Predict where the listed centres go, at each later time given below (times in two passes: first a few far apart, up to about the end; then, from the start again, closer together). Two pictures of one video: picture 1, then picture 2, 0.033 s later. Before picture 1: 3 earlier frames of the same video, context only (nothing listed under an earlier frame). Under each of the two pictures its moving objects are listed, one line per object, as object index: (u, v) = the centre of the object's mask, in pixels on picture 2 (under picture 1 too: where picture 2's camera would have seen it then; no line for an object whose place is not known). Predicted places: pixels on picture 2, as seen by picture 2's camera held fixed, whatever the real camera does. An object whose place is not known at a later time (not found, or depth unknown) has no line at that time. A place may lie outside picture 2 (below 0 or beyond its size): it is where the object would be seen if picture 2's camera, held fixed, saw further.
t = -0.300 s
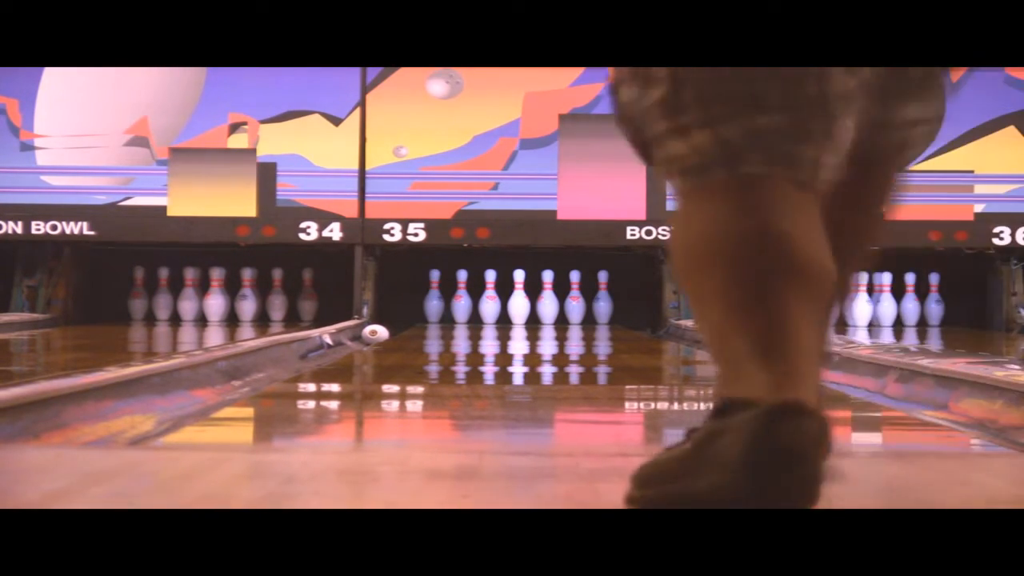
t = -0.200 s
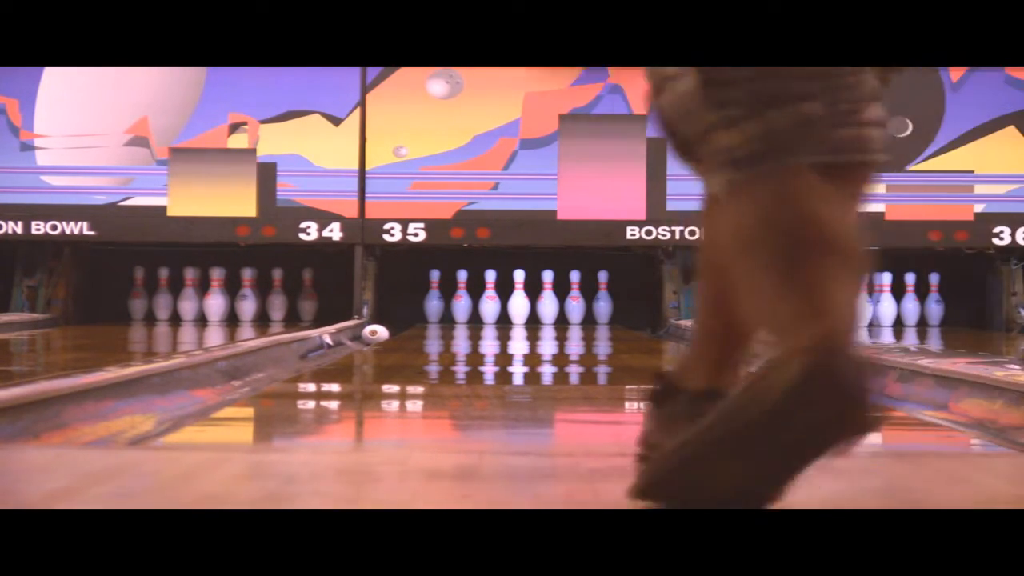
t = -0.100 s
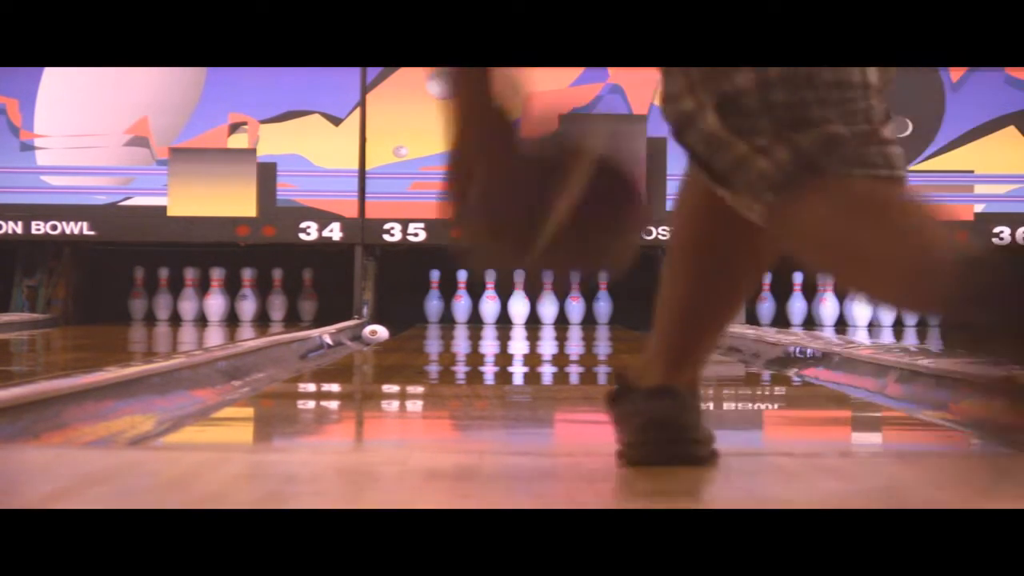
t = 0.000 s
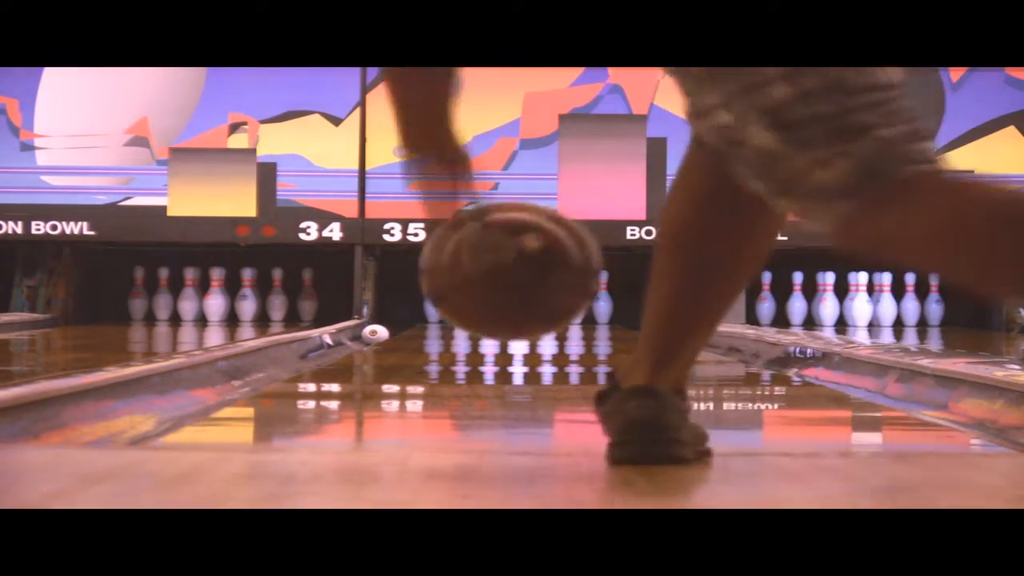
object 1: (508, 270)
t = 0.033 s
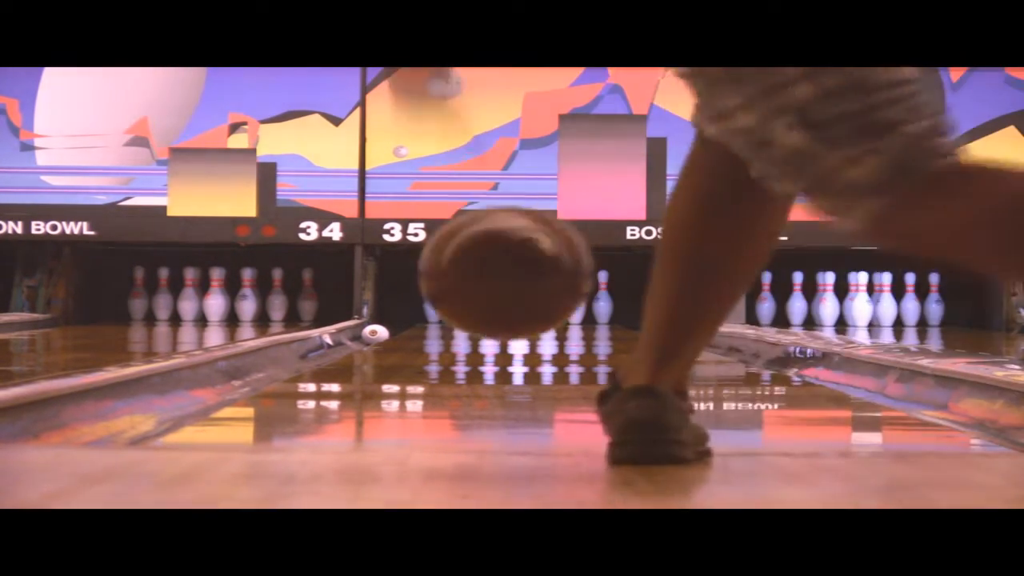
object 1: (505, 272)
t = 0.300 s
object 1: (478, 347)
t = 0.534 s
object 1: (466, 336)
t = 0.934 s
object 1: (457, 325)
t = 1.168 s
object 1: (456, 321)
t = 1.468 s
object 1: (456, 317)
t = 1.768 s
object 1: (459, 316)
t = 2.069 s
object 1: (476, 312)
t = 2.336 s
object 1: (504, 310)
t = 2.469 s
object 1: (515, 309)
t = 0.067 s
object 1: (501, 278)
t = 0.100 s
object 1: (496, 290)
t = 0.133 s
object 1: (492, 307)
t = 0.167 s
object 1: (487, 339)
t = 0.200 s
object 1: (483, 354)
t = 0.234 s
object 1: (481, 347)
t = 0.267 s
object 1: (479, 345)
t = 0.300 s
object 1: (478, 347)
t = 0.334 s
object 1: (476, 346)
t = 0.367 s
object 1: (474, 344)
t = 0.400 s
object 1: (471, 342)
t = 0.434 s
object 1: (470, 340)
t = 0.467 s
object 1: (469, 339)
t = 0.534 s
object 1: (466, 336)
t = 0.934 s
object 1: (457, 325)
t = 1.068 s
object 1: (456, 322)
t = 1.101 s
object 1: (456, 322)
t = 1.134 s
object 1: (456, 321)
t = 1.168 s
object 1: (456, 321)
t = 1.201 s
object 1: (456, 321)
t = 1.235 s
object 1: (456, 320)
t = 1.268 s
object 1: (456, 319)
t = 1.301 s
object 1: (456, 319)
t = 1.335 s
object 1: (457, 319)
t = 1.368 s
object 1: (456, 319)
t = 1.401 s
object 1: (457, 318)
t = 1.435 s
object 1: (457, 318)
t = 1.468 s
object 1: (456, 317)
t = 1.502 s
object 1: (457, 317)
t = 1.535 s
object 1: (457, 317)
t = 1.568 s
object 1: (457, 317)
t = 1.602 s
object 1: (457, 317)
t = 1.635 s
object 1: (458, 317)
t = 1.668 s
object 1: (458, 316)
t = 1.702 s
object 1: (458, 316)
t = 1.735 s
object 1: (459, 316)
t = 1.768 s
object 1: (459, 316)
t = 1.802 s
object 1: (460, 316)
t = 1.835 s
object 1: (462, 315)
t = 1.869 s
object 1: (463, 314)
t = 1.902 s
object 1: (465, 314)
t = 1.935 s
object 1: (466, 314)
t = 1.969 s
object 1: (467, 313)
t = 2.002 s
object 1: (470, 313)
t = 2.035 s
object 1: (473, 312)
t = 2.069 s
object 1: (476, 312)
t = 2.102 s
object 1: (478, 312)
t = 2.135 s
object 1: (480, 312)
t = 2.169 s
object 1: (484, 312)
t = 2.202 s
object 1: (487, 312)
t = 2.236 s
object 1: (491, 311)
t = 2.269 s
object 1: (494, 311)
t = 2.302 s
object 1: (498, 310)
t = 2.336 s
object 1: (504, 310)
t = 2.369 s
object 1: (509, 309)
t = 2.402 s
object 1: (513, 309)
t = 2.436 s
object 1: (513, 309)
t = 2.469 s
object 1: (515, 309)
